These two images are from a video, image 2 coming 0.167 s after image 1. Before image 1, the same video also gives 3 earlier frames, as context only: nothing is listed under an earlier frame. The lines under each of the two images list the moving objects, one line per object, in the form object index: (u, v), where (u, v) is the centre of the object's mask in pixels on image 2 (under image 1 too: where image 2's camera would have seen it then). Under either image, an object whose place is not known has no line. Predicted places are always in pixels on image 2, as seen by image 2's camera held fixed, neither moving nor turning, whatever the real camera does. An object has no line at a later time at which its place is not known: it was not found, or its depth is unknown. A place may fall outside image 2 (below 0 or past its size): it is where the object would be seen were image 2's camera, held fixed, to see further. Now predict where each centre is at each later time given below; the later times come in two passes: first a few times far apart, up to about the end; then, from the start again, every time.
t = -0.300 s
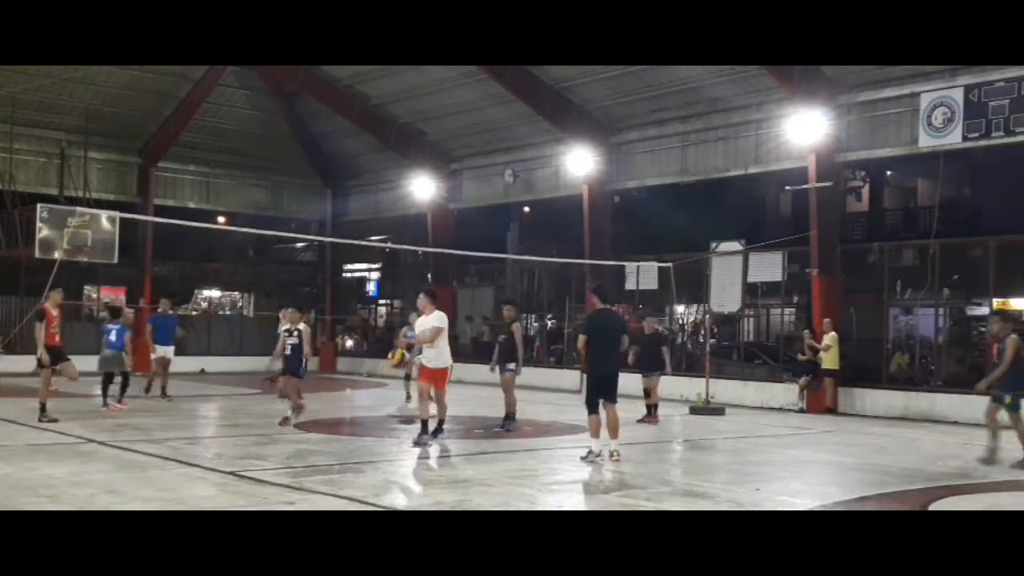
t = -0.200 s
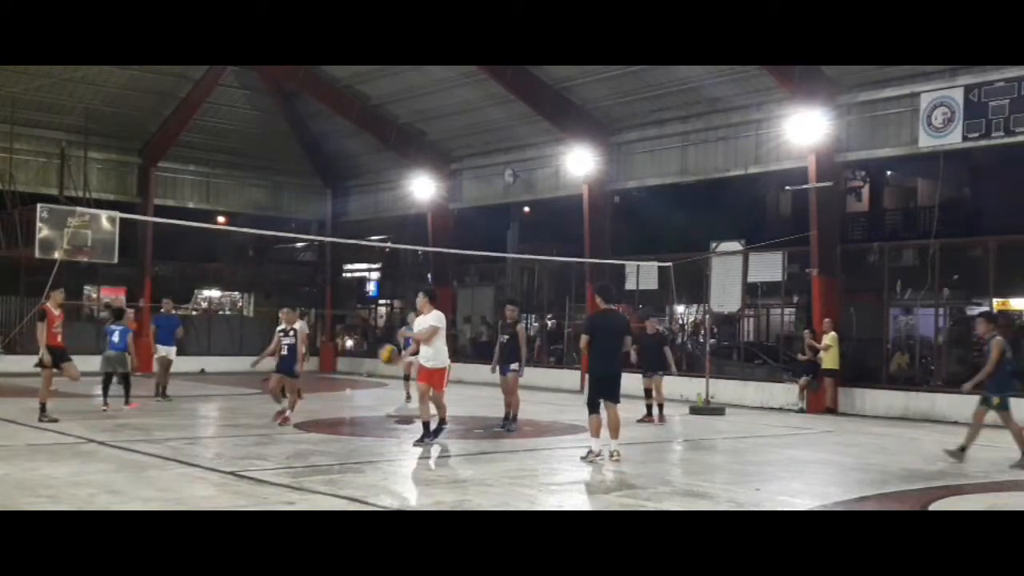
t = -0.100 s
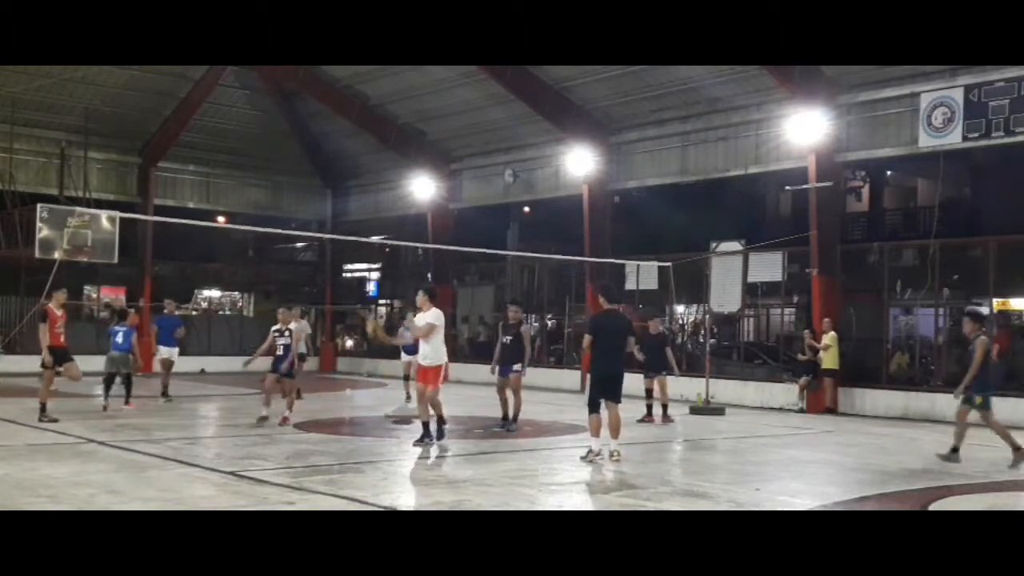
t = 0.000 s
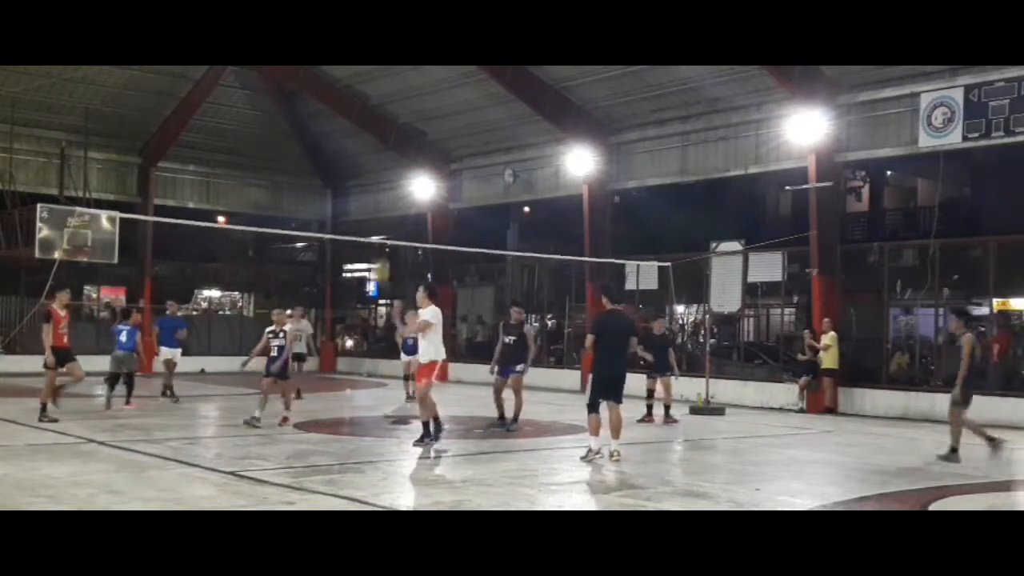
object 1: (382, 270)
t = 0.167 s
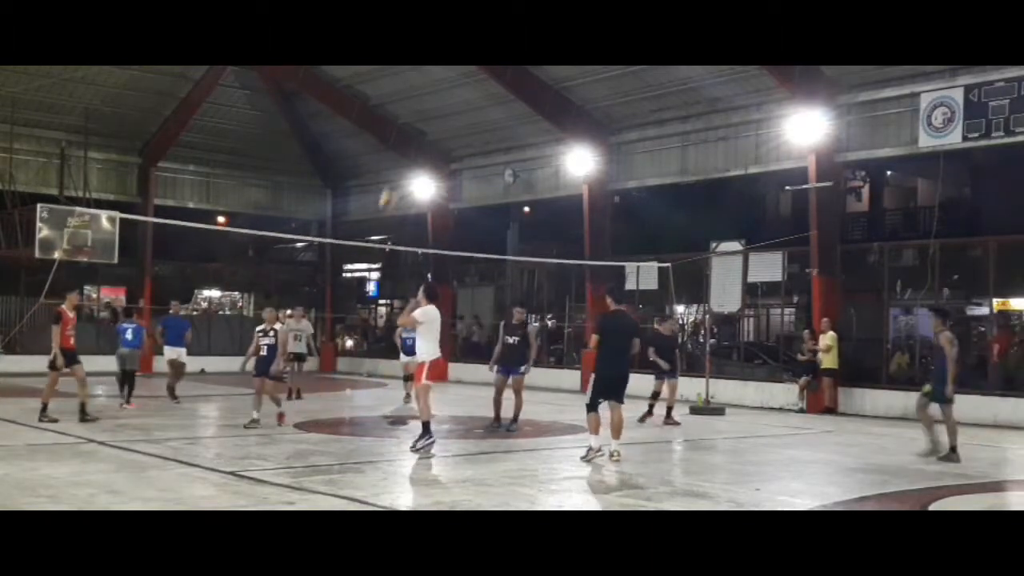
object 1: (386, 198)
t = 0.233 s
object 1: (390, 179)
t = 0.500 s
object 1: (404, 127)
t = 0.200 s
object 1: (389, 188)
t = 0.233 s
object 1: (390, 179)
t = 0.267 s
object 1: (394, 167)
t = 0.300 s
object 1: (396, 158)
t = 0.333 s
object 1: (397, 150)
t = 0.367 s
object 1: (398, 144)
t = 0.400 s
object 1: (399, 139)
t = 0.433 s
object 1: (401, 134)
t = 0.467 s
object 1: (403, 130)
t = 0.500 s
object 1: (404, 127)
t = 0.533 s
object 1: (405, 126)
